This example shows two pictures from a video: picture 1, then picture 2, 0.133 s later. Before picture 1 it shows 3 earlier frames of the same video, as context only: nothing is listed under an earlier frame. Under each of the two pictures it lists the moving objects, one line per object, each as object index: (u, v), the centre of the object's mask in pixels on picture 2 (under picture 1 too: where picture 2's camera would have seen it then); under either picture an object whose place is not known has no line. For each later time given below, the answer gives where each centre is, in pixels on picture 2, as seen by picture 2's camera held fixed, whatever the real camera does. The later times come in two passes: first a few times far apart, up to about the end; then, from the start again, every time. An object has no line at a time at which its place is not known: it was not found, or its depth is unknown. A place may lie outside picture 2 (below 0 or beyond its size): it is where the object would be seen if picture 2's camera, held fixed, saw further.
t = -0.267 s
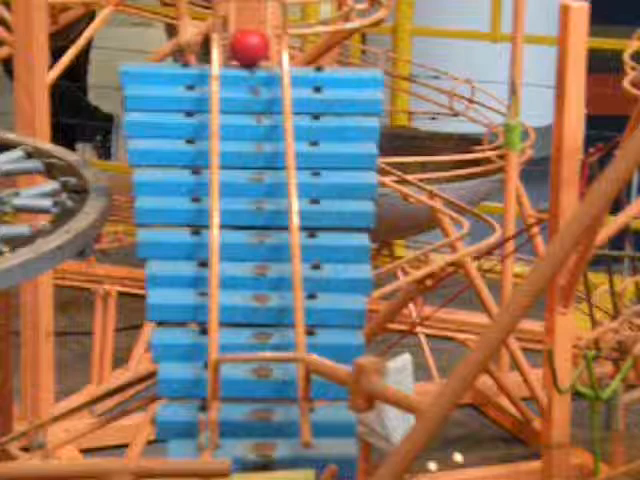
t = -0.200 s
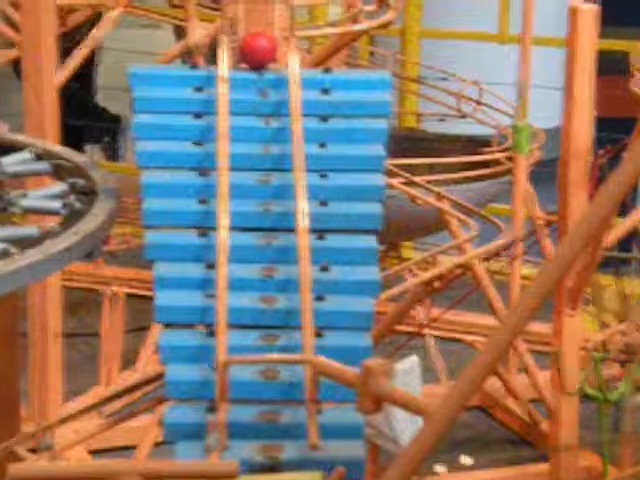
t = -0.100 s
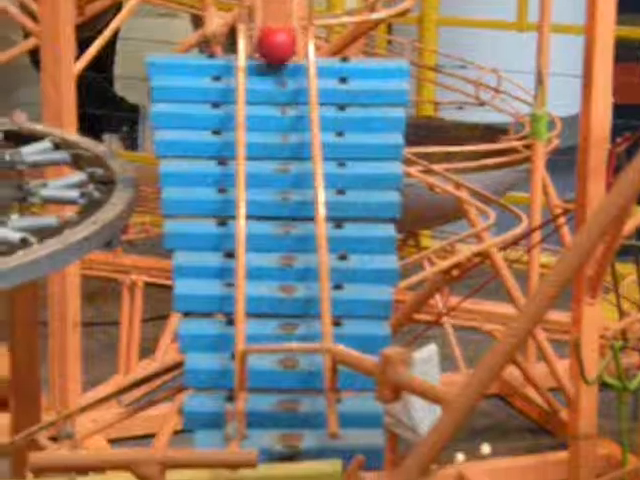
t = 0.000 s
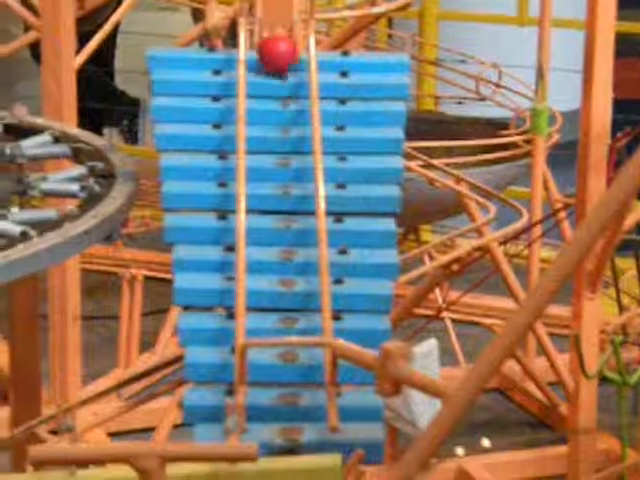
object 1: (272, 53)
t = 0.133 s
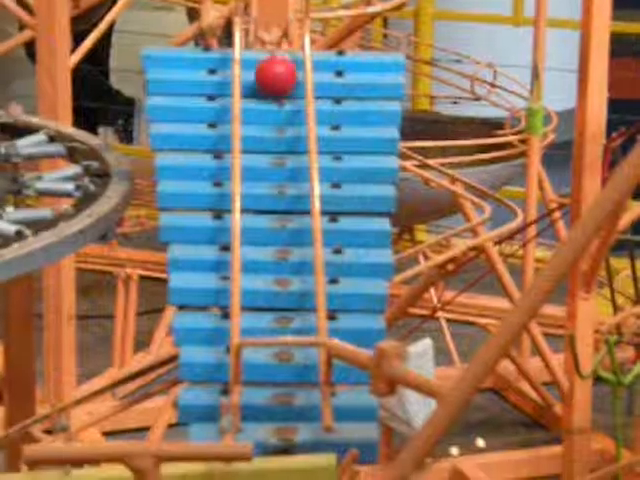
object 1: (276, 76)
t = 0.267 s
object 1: (280, 104)
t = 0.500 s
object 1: (282, 144)
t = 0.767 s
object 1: (285, 210)
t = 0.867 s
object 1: (285, 226)
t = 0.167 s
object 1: (277, 80)
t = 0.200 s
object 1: (278, 84)
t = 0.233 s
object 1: (280, 90)
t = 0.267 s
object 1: (280, 104)
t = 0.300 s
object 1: (282, 102)
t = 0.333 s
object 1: (284, 104)
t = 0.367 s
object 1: (283, 115)
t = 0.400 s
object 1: (283, 126)
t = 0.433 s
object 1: (283, 135)
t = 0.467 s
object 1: (283, 135)
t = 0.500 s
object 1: (282, 144)
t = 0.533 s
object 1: (281, 161)
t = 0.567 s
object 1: (281, 159)
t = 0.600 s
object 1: (281, 162)
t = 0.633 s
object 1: (281, 177)
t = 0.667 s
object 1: (281, 193)
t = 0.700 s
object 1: (282, 191)
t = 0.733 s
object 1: (283, 192)
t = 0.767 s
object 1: (285, 210)
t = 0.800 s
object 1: (286, 225)
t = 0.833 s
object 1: (286, 221)
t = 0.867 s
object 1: (285, 226)
